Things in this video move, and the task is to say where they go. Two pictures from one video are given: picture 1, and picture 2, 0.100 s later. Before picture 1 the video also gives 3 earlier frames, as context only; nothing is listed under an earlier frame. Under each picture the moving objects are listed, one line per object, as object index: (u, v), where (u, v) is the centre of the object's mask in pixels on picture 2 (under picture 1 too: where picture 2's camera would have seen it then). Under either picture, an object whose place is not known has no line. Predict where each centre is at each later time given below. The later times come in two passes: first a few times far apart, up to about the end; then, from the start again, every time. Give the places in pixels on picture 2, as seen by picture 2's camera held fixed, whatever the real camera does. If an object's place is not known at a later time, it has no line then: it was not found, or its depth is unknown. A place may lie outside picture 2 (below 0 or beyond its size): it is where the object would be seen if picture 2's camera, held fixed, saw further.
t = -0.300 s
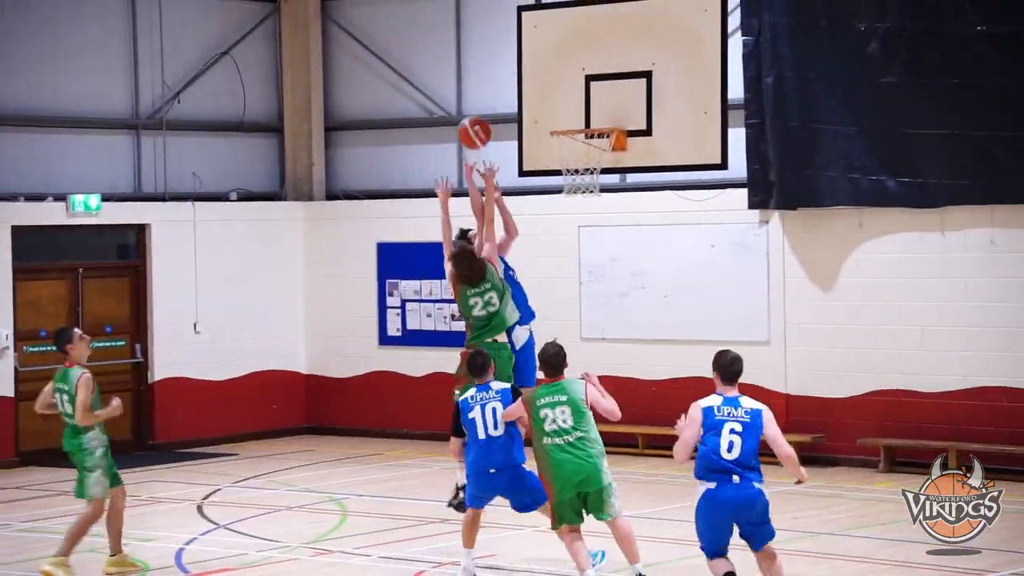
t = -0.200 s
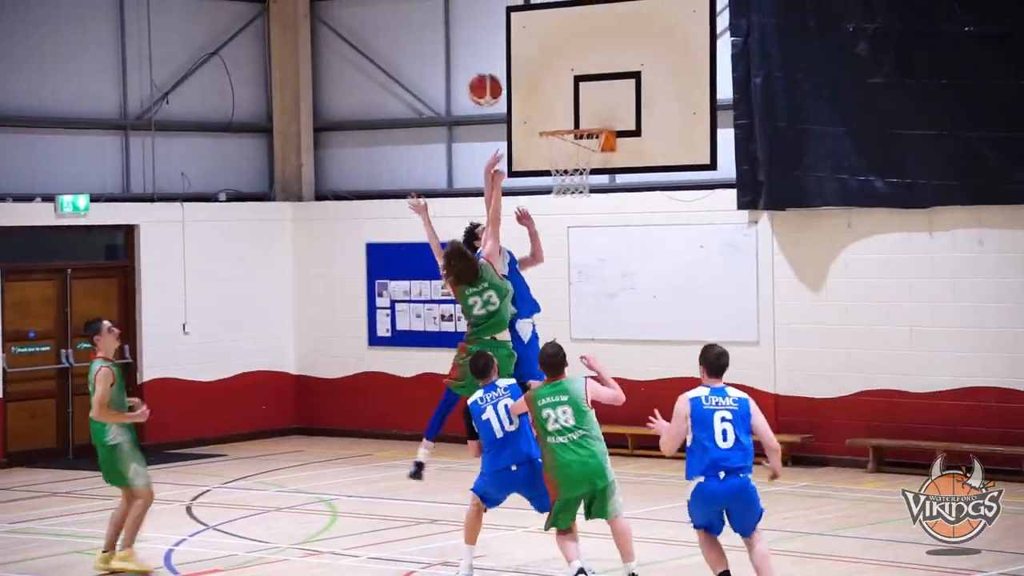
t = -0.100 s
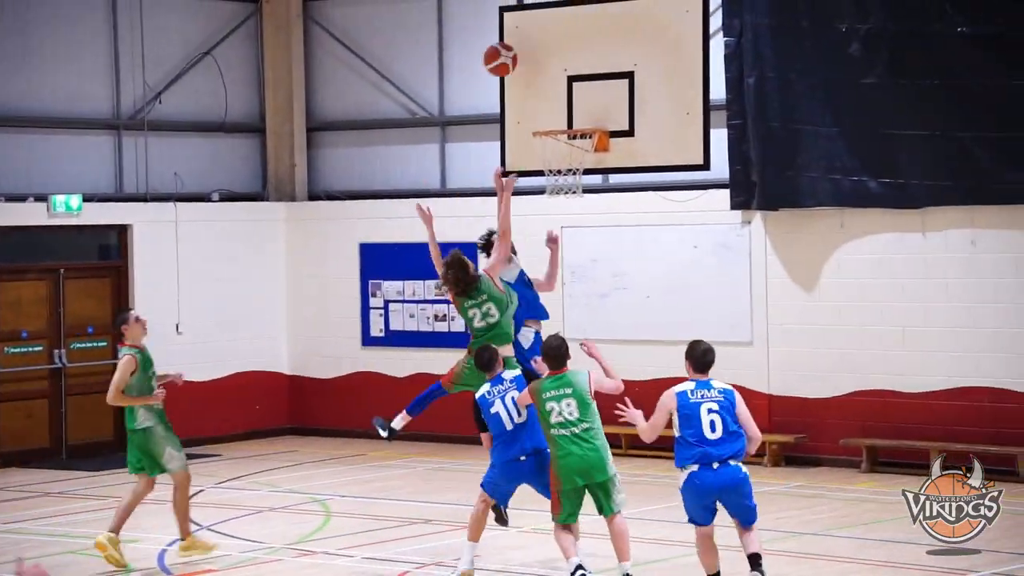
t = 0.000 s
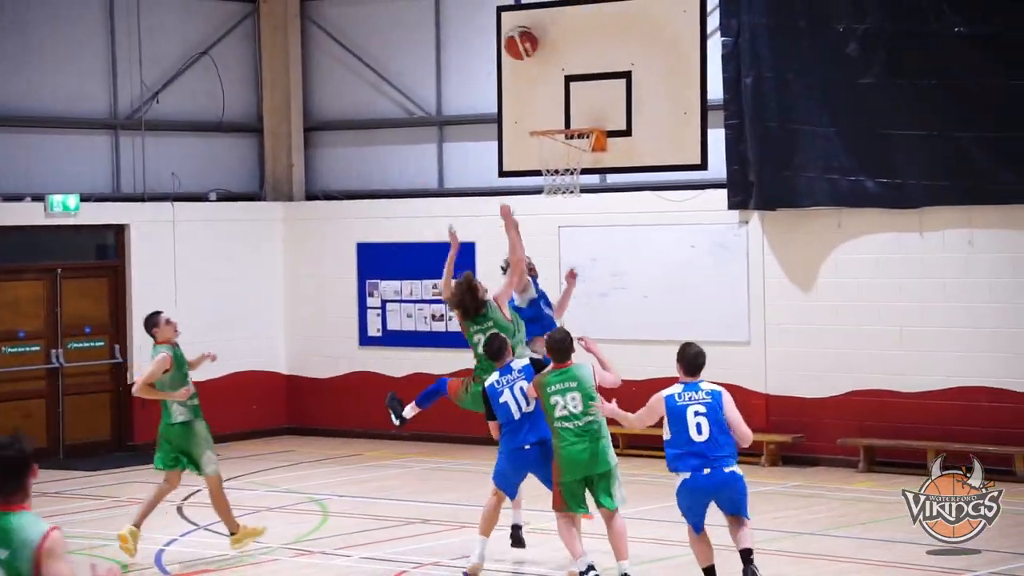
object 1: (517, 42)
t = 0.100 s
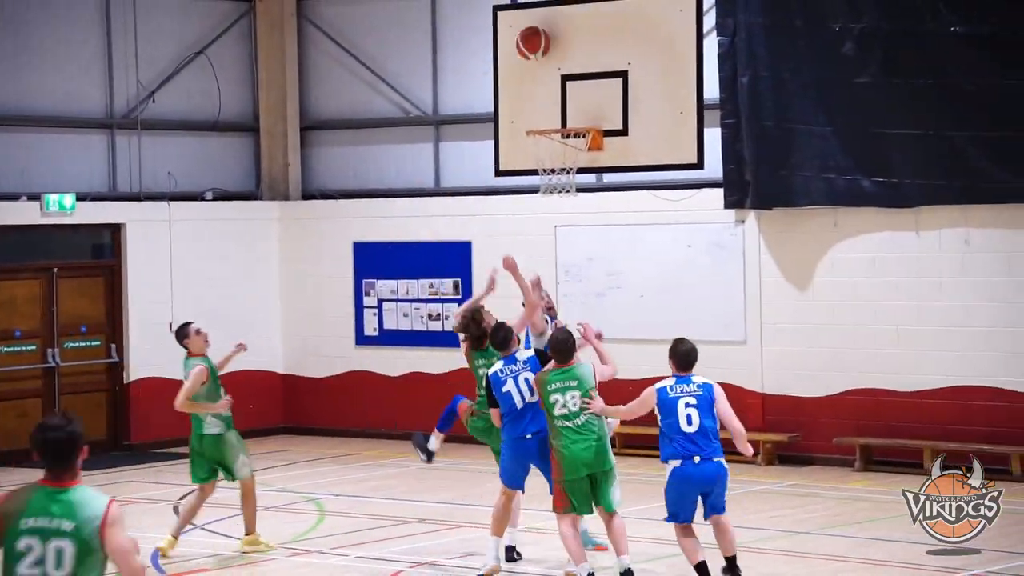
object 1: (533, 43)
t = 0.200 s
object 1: (542, 63)
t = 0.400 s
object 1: (565, 131)
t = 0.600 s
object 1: (574, 152)
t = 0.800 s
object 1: (564, 166)
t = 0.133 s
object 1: (535, 48)
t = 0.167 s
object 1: (538, 55)
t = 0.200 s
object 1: (542, 63)
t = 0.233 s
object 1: (545, 72)
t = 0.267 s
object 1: (549, 84)
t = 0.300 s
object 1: (552, 97)
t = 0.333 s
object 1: (555, 112)
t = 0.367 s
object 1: (559, 119)
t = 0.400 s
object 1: (565, 131)
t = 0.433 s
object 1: (571, 144)
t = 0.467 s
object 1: (576, 152)
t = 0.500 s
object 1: (577, 155)
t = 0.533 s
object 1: (577, 153)
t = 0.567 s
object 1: (575, 153)
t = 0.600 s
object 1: (574, 152)
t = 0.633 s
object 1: (573, 152)
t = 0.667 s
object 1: (571, 154)
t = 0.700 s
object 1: (570, 155)
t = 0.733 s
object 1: (567, 160)
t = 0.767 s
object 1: (566, 163)
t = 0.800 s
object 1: (564, 166)
